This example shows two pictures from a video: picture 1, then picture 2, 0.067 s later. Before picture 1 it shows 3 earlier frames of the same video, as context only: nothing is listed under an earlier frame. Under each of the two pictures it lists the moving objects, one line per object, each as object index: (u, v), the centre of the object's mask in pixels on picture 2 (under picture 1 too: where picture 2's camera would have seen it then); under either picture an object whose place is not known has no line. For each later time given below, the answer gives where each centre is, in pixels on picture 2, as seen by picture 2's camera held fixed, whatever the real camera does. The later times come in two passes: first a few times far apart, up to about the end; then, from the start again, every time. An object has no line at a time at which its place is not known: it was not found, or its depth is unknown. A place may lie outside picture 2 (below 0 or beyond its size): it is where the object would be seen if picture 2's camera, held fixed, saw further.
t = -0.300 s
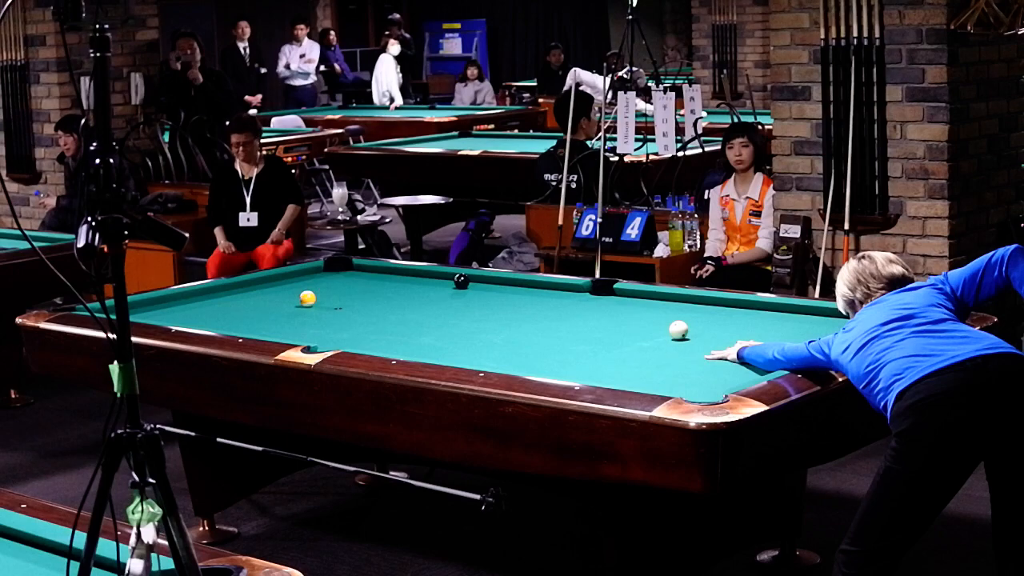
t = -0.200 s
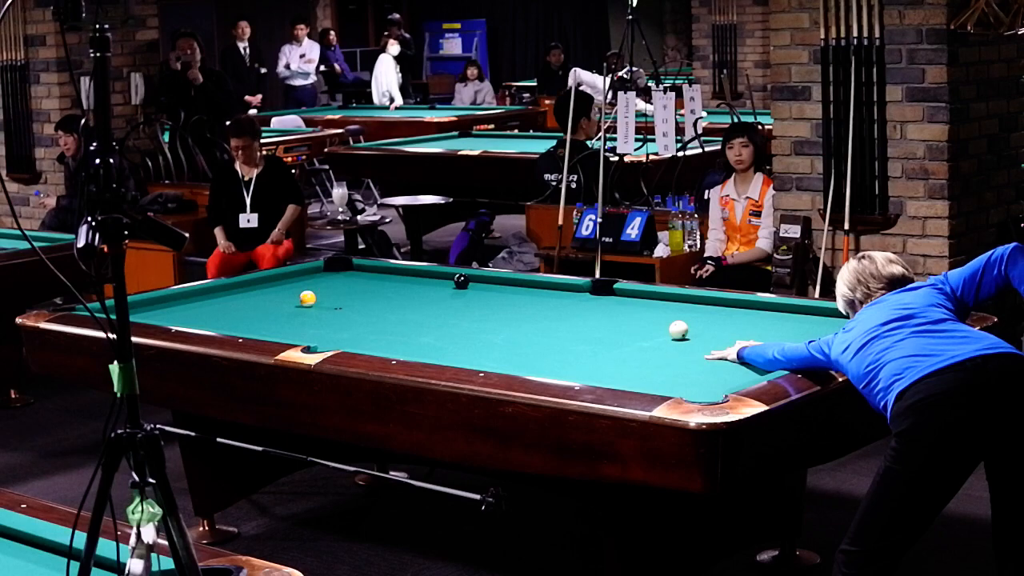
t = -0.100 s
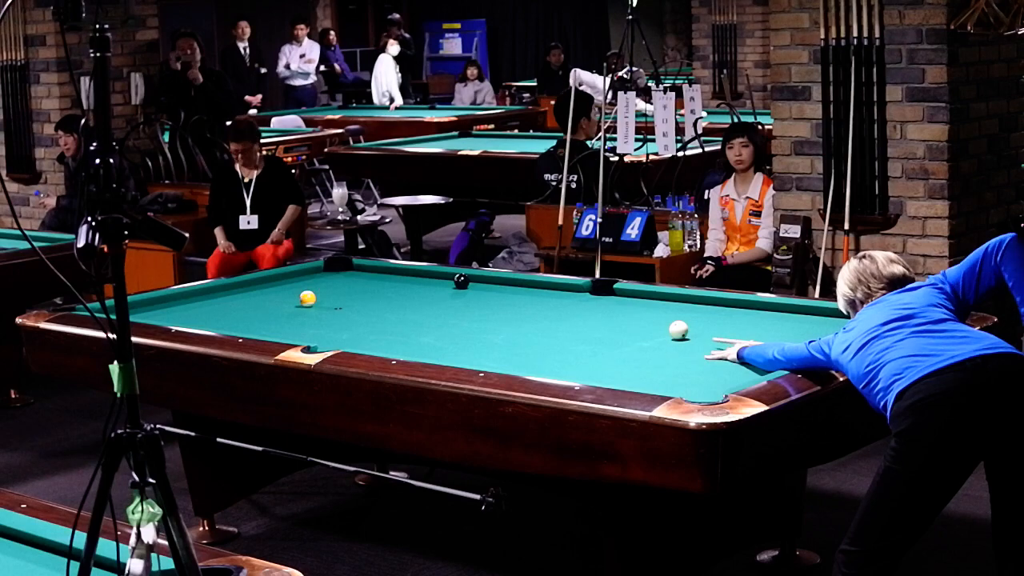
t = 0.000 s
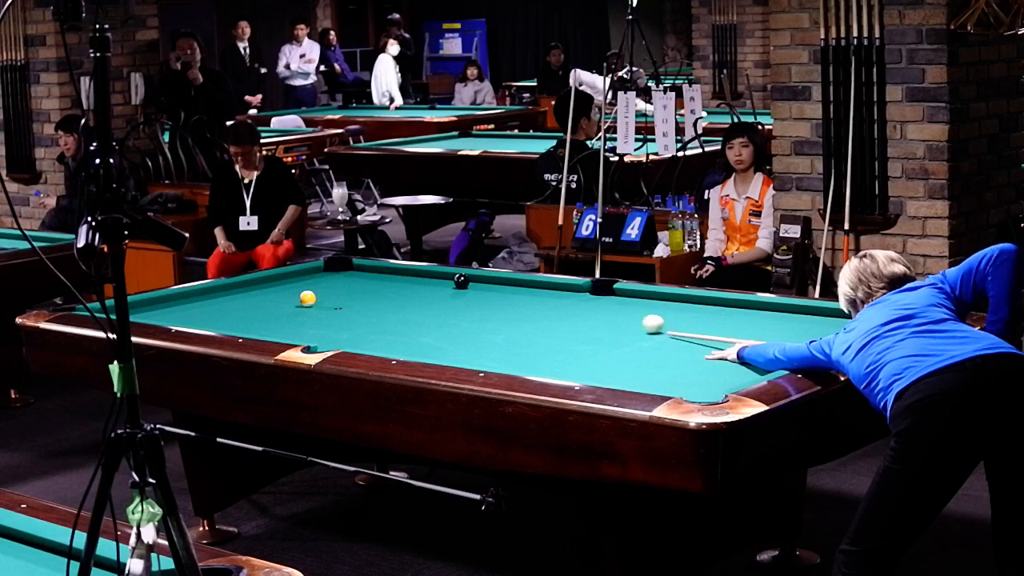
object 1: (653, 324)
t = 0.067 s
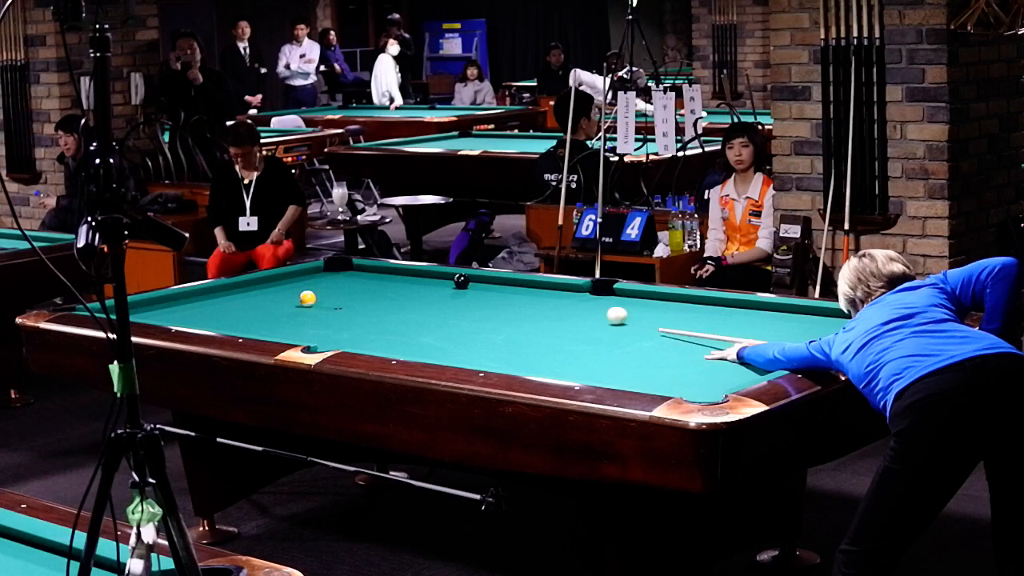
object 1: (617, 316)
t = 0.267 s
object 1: (530, 295)
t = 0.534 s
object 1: (477, 281)
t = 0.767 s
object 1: (484, 278)
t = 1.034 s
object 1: (477, 280)
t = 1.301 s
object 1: (471, 281)
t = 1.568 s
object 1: (466, 283)
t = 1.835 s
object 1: (462, 284)
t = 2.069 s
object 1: (459, 284)
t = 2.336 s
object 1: (457, 285)
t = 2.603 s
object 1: (456, 285)
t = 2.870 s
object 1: (455, 285)
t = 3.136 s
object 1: (455, 285)
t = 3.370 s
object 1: (455, 285)
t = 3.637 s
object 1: (455, 285)
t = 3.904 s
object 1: (455, 285)
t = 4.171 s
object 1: (455, 285)
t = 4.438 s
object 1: (455, 285)
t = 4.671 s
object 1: (455, 285)
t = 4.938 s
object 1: (455, 285)
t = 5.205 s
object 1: (455, 285)
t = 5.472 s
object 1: (455, 285)
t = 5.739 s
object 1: (455, 285)
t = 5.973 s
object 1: (455, 285)
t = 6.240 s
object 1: (455, 285)
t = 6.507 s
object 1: (455, 285)
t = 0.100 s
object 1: (600, 312)
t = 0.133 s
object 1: (584, 308)
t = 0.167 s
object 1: (569, 305)
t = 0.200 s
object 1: (555, 301)
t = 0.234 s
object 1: (542, 298)
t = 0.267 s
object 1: (530, 295)
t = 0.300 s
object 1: (518, 293)
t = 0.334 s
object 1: (507, 290)
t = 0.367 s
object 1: (496, 288)
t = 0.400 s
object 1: (486, 286)
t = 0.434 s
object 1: (477, 283)
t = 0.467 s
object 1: (473, 282)
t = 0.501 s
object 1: (475, 282)
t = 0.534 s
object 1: (477, 281)
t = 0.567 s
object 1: (478, 281)
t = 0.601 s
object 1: (480, 280)
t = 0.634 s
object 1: (481, 280)
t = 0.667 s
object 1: (482, 279)
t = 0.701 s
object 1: (484, 279)
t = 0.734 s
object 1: (485, 278)
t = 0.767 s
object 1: (484, 278)
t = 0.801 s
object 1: (483, 279)
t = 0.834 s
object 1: (482, 279)
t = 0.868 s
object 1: (481, 279)
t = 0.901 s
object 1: (480, 279)
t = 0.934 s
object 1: (479, 279)
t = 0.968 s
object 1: (479, 280)
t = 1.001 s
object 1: (478, 280)
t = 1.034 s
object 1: (477, 280)
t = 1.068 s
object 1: (476, 280)
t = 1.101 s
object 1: (475, 280)
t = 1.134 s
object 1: (475, 281)
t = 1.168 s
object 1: (474, 281)
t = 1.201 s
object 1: (473, 281)
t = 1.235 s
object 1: (472, 281)
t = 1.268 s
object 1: (471, 281)
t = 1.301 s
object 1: (471, 281)
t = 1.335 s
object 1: (470, 282)
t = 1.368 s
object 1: (469, 282)
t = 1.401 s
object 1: (469, 282)
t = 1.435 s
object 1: (468, 282)
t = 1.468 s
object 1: (468, 282)
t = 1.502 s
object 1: (467, 282)
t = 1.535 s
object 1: (466, 282)
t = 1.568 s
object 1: (466, 283)
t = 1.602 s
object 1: (465, 283)
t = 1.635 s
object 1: (465, 283)
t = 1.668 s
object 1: (464, 283)
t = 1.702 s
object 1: (464, 283)
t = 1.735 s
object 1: (463, 283)
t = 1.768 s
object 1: (463, 283)
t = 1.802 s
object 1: (462, 284)
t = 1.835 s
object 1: (462, 284)
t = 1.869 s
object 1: (461, 284)
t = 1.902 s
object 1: (461, 284)
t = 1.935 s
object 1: (460, 284)
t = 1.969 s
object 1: (460, 284)
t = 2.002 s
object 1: (460, 284)
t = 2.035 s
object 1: (459, 284)
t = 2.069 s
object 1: (459, 284)
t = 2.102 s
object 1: (459, 284)
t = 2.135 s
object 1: (459, 284)
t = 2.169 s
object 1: (458, 284)
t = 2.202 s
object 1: (458, 284)
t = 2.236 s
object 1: (458, 284)
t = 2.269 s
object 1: (458, 284)
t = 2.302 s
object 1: (457, 284)
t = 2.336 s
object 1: (457, 285)
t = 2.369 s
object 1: (457, 285)
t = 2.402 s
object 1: (457, 285)
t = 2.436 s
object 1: (456, 285)
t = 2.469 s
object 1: (456, 285)
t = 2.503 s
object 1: (456, 285)
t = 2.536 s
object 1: (456, 285)
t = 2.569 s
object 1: (456, 285)
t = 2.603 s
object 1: (456, 285)
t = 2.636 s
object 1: (455, 285)
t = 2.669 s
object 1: (455, 285)
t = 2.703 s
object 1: (455, 285)
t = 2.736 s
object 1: (455, 285)
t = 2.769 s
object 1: (455, 285)
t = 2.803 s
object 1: (455, 285)
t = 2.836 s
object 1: (455, 285)
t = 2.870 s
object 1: (455, 285)
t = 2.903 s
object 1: (455, 285)
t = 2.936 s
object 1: (455, 285)
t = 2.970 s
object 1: (455, 285)
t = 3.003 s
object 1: (455, 285)
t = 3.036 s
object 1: (455, 285)
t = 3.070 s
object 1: (455, 285)
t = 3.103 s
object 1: (455, 285)
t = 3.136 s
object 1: (455, 285)
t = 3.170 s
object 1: (455, 285)
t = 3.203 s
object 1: (455, 285)
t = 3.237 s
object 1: (455, 285)
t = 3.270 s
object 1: (455, 285)
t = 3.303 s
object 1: (455, 285)
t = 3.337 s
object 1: (455, 285)
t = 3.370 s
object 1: (455, 285)
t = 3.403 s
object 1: (455, 285)
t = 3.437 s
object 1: (455, 285)
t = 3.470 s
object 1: (455, 285)
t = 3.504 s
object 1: (455, 285)
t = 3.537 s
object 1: (455, 285)
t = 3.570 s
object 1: (455, 285)
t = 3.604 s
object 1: (455, 285)
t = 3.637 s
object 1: (455, 285)
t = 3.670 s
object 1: (455, 285)
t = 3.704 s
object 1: (455, 285)
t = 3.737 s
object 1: (455, 285)
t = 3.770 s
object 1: (455, 285)
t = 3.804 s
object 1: (455, 285)
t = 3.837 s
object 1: (455, 285)
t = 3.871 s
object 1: (455, 285)
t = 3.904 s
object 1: (455, 285)
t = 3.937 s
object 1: (455, 285)
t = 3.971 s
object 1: (455, 285)
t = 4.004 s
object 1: (455, 285)
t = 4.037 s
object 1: (455, 285)
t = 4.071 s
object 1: (455, 285)
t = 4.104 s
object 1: (455, 285)
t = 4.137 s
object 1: (455, 285)
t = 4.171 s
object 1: (455, 285)
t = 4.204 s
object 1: (455, 285)
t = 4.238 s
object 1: (455, 285)
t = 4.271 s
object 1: (455, 285)
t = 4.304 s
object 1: (455, 285)
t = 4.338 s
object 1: (455, 285)
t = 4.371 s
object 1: (455, 285)
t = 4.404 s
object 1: (455, 285)
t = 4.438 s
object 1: (455, 285)
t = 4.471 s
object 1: (455, 285)
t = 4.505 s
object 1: (455, 285)
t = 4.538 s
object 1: (455, 285)
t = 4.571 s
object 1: (455, 285)
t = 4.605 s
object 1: (455, 285)
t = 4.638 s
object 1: (455, 285)
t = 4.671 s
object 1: (455, 285)
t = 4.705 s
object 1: (455, 285)
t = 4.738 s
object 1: (455, 285)
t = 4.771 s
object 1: (455, 285)
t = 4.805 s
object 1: (455, 285)
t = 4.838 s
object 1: (455, 285)
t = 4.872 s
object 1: (455, 285)
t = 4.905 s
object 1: (455, 285)
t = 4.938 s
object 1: (455, 285)
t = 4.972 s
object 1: (455, 285)
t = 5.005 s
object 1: (455, 285)
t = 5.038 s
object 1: (455, 285)
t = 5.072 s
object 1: (455, 285)
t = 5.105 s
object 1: (455, 285)
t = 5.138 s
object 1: (455, 285)
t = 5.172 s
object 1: (455, 285)
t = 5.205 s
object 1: (455, 285)
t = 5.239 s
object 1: (455, 285)
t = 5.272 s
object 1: (455, 285)
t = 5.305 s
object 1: (455, 285)
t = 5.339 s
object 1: (455, 285)
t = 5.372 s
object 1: (455, 285)
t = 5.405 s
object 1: (455, 285)
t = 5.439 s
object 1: (455, 285)
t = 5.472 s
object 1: (455, 285)
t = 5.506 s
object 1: (455, 285)
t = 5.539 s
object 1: (455, 285)
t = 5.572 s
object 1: (455, 285)
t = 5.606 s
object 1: (455, 285)
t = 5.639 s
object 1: (455, 285)
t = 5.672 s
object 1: (455, 285)
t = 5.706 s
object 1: (455, 285)
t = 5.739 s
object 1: (455, 285)
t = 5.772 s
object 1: (455, 285)
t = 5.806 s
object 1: (455, 285)
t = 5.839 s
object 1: (455, 285)
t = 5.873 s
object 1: (455, 285)
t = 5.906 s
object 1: (455, 285)
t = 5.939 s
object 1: (455, 285)
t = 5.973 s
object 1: (455, 285)
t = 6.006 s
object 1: (455, 285)
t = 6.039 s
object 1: (455, 285)
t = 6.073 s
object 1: (455, 285)
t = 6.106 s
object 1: (455, 285)
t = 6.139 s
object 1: (455, 285)
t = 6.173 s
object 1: (455, 285)
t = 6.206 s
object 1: (455, 285)
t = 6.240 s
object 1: (455, 285)
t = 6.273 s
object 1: (455, 285)
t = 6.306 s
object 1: (455, 285)
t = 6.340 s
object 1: (455, 285)
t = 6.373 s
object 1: (455, 285)
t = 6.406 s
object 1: (455, 285)
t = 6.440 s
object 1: (455, 285)
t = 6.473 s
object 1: (455, 285)
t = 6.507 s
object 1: (455, 285)
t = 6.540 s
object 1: (455, 285)
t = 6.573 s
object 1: (455, 285)
